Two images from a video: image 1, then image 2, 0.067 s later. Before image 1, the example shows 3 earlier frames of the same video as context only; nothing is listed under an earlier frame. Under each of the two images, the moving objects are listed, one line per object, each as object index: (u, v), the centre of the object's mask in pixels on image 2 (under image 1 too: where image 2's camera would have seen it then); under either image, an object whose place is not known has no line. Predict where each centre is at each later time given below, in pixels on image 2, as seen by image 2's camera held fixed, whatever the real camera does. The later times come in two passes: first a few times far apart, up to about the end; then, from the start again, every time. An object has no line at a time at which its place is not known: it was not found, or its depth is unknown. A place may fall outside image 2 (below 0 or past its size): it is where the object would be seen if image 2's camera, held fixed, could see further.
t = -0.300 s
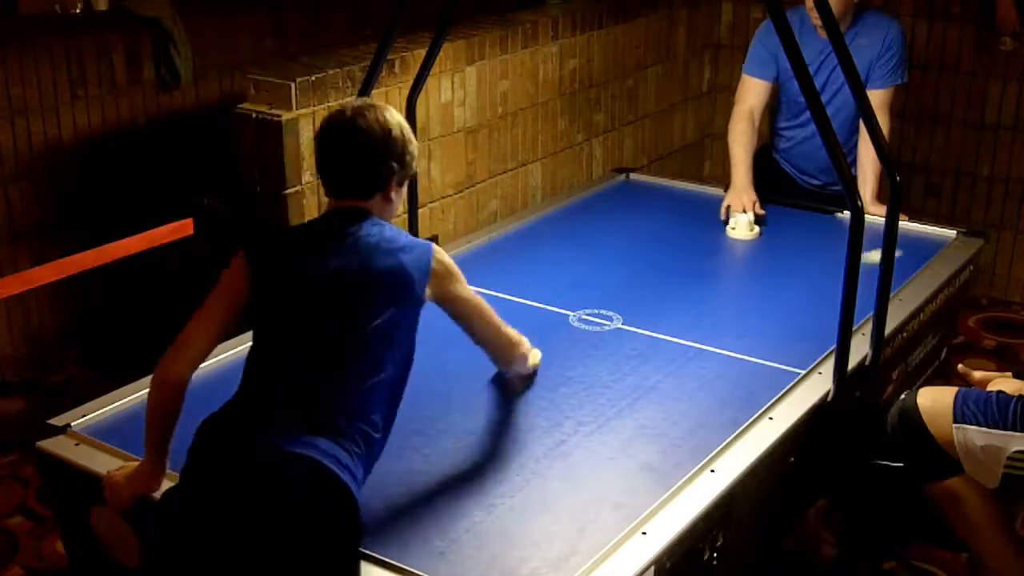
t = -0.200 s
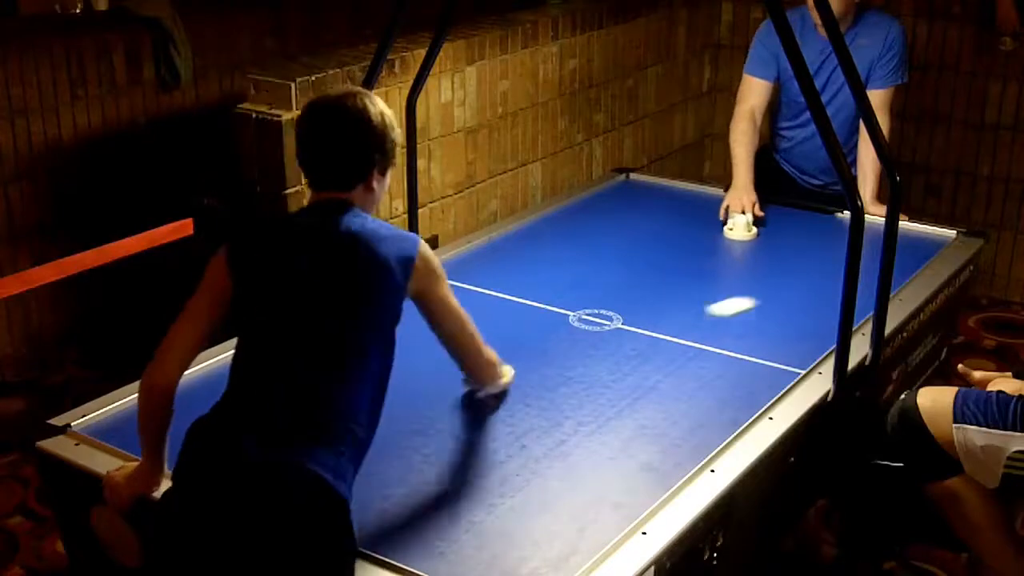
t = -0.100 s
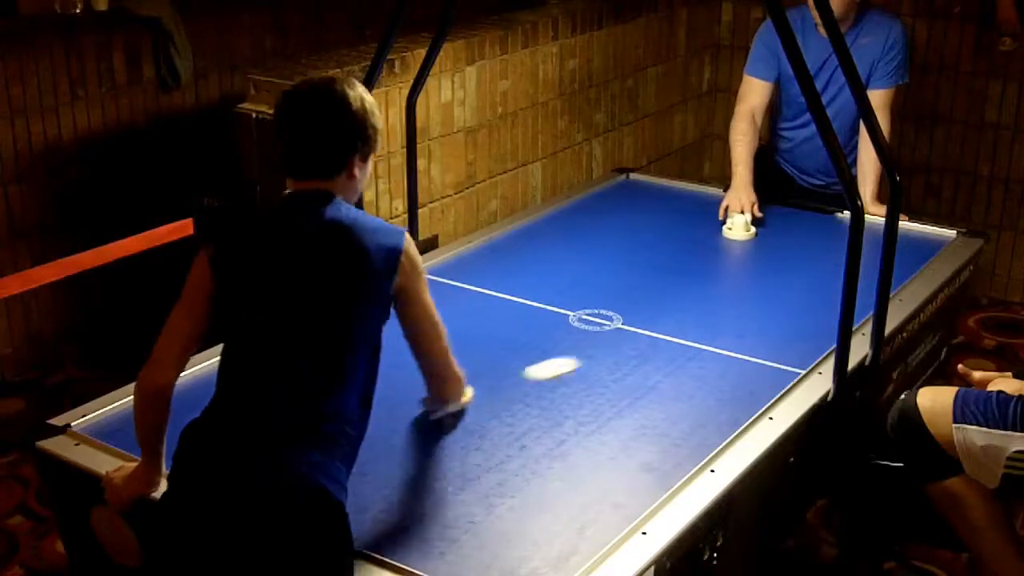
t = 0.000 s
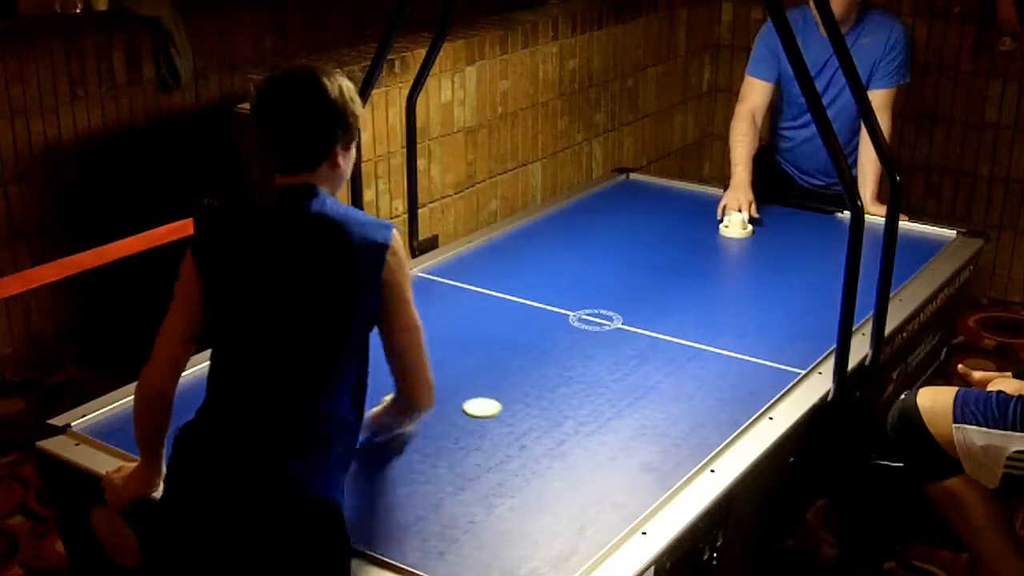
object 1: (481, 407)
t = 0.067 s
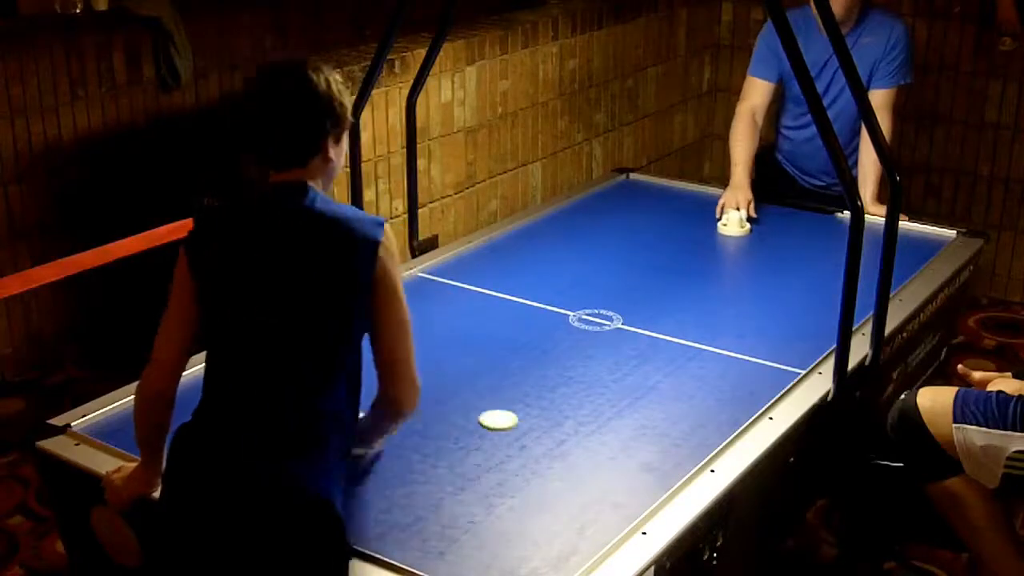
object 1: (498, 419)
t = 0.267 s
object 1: (551, 457)
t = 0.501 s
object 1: (620, 510)
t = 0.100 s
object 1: (506, 425)
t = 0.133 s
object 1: (515, 431)
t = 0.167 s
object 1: (523, 437)
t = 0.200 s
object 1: (532, 444)
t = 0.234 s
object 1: (541, 451)
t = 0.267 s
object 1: (551, 457)
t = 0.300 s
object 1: (560, 464)
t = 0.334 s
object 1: (569, 472)
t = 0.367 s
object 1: (579, 479)
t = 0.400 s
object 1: (589, 486)
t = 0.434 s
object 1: (599, 494)
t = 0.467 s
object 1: (610, 502)
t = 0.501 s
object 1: (620, 510)
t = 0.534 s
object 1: (613, 510)
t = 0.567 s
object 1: (600, 507)
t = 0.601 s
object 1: (586, 504)
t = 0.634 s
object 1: (572, 501)
